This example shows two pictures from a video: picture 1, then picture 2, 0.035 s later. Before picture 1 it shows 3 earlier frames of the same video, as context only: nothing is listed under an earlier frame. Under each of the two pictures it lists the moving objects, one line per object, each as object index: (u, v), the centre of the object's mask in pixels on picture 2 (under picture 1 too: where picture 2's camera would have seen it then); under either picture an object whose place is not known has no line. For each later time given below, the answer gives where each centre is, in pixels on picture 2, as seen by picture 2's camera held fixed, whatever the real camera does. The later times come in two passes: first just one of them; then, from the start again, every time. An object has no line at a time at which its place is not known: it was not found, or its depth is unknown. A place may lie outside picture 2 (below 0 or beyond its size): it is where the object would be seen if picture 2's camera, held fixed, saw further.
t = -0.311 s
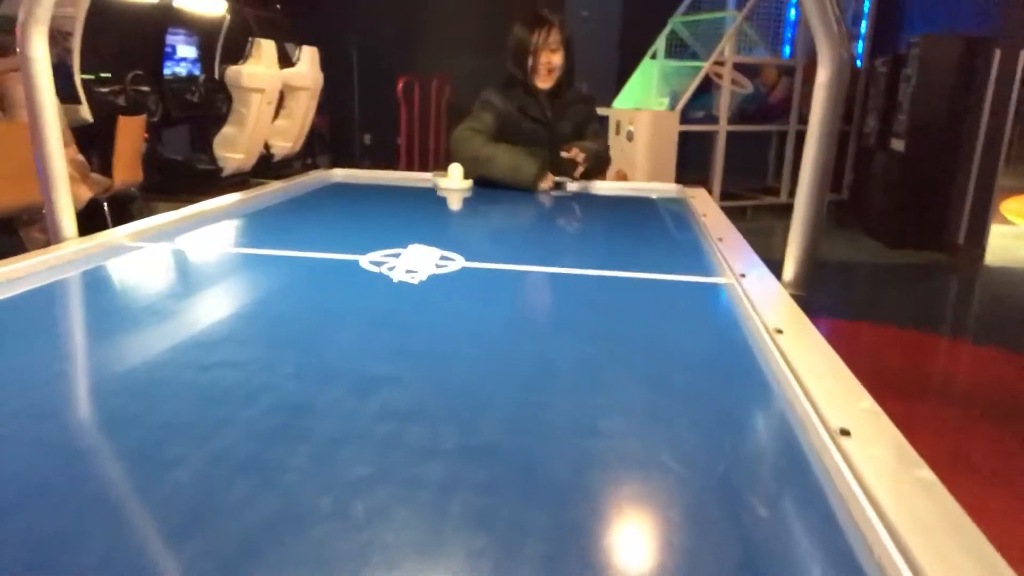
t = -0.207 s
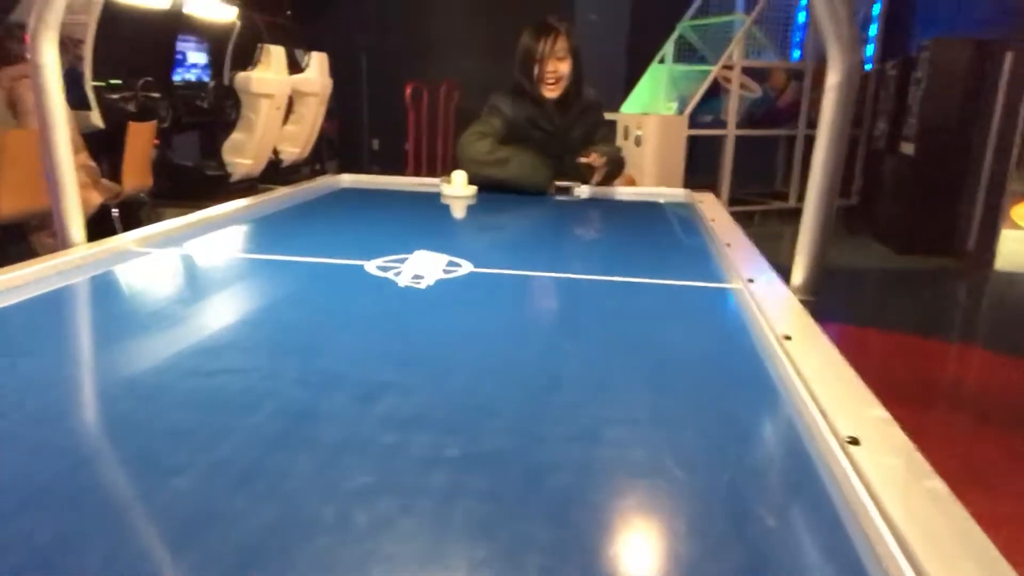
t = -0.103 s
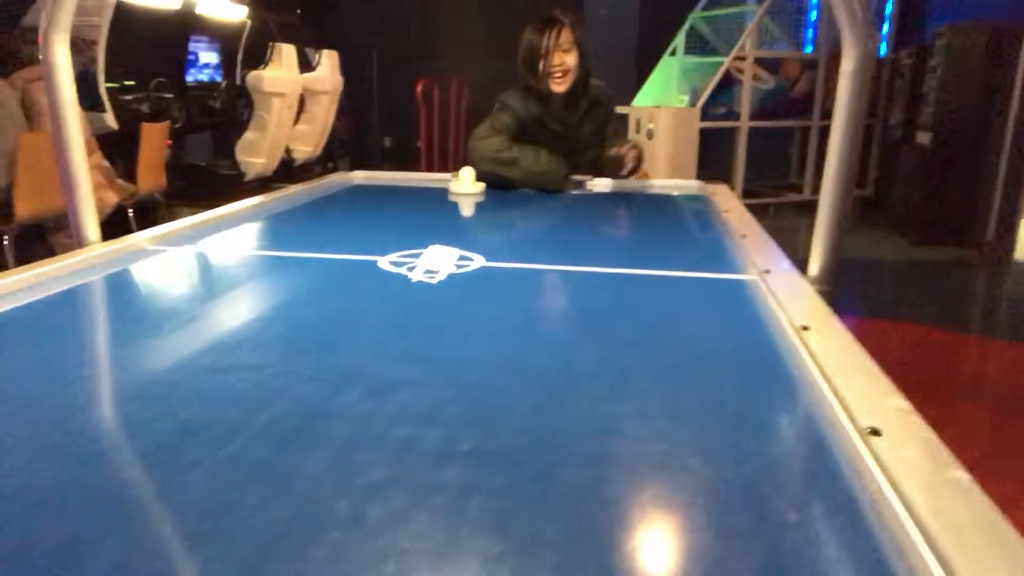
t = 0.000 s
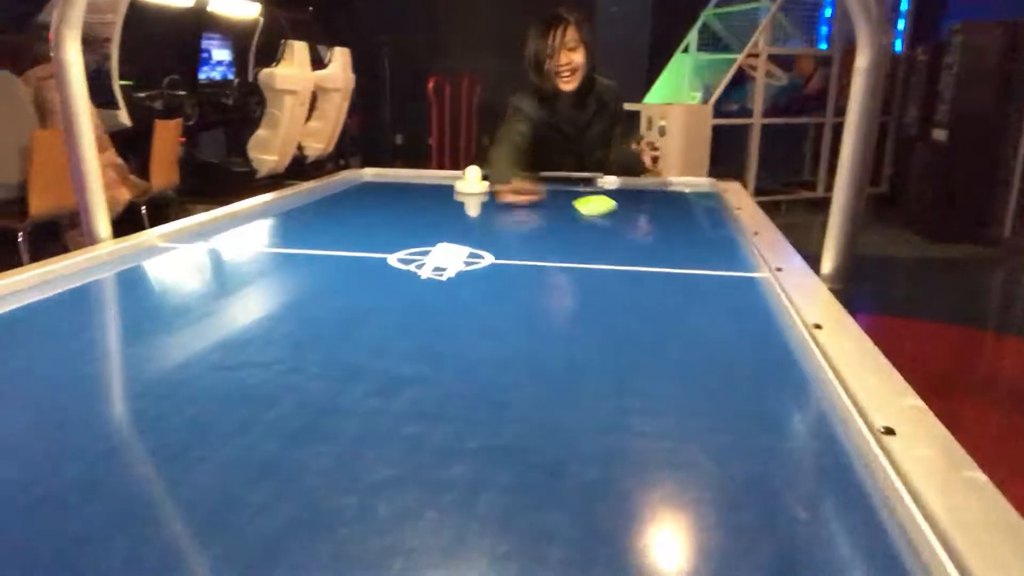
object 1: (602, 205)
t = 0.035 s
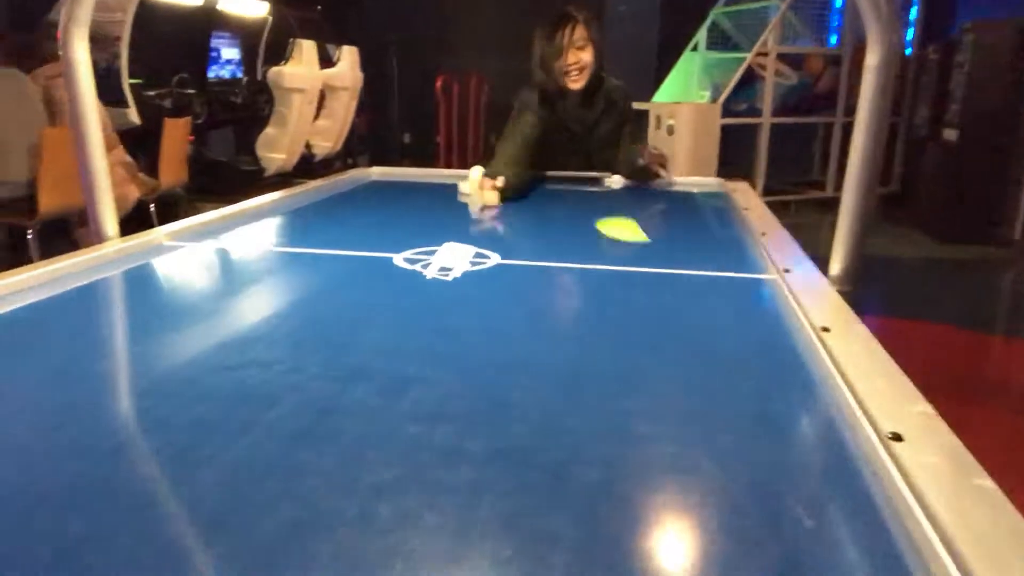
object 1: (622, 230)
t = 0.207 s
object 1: (741, 371)
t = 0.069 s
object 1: (634, 245)
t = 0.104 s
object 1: (651, 266)
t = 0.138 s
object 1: (675, 295)
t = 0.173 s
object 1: (707, 332)
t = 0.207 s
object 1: (741, 371)
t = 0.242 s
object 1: (792, 429)
